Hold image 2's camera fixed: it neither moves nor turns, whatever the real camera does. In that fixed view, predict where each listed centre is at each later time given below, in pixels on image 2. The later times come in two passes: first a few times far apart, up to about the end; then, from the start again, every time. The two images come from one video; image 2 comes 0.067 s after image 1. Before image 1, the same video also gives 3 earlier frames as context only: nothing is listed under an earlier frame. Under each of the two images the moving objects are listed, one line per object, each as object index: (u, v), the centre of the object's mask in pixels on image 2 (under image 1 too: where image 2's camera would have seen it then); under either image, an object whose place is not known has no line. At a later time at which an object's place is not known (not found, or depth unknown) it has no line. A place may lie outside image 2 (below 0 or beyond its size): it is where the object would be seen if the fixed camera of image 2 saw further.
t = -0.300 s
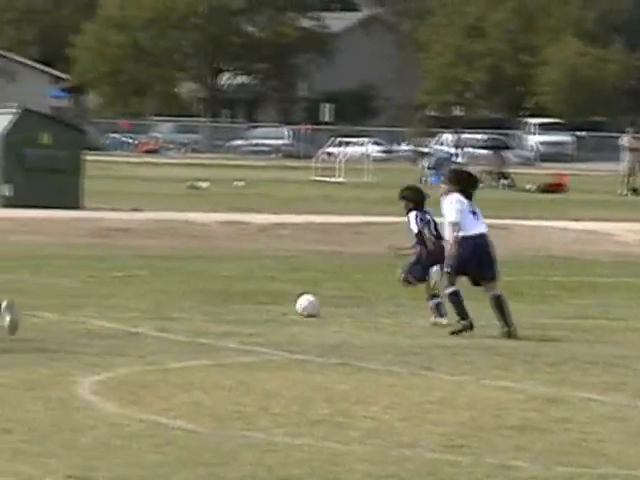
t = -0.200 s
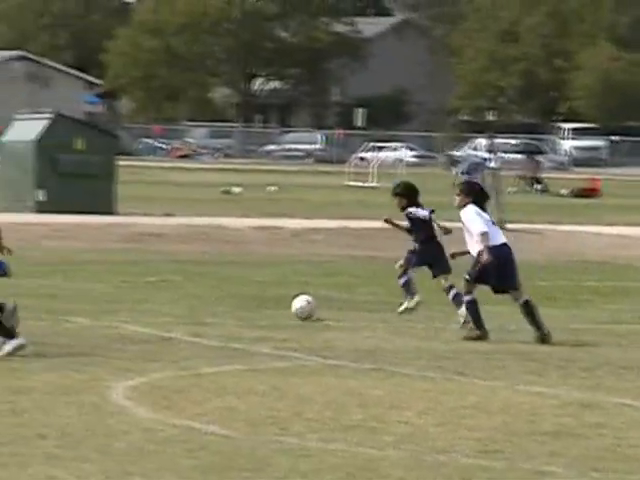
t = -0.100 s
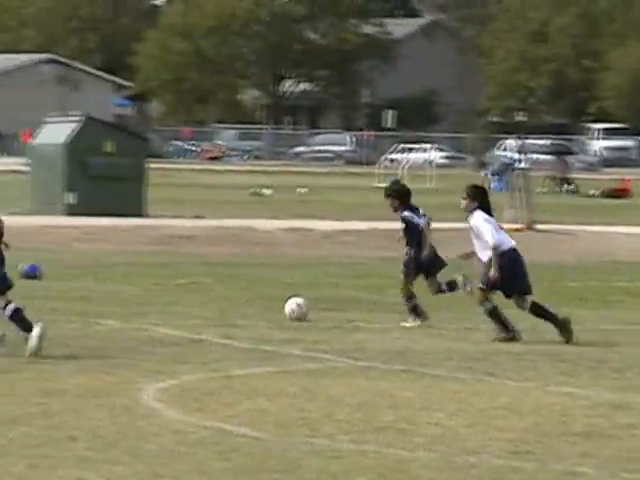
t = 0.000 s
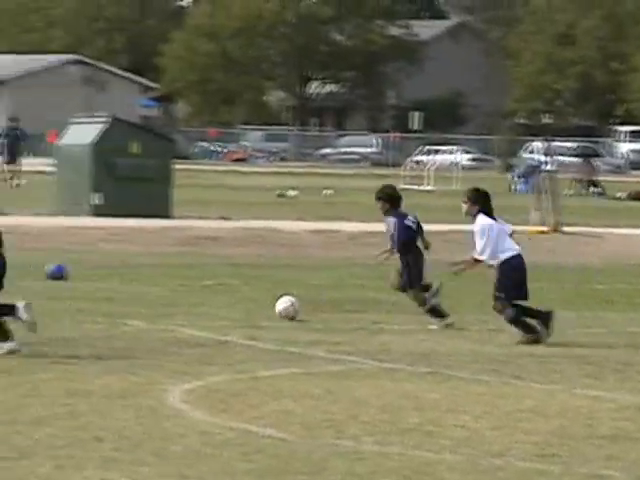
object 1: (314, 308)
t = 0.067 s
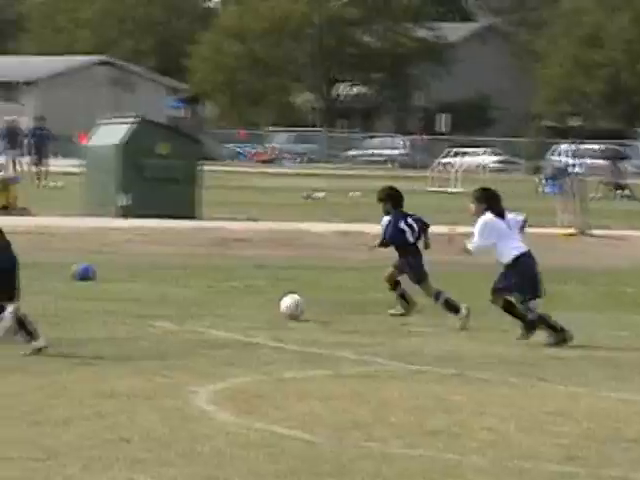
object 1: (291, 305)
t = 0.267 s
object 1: (227, 300)
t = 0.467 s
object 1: (165, 302)
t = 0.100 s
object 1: (280, 306)
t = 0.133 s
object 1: (268, 306)
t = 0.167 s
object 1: (258, 305)
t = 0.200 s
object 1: (248, 303)
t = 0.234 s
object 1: (237, 301)
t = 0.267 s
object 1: (227, 300)
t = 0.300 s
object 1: (217, 302)
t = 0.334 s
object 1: (205, 303)
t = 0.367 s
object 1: (195, 303)
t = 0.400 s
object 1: (186, 301)
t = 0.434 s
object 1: (176, 300)
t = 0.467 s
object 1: (165, 302)
